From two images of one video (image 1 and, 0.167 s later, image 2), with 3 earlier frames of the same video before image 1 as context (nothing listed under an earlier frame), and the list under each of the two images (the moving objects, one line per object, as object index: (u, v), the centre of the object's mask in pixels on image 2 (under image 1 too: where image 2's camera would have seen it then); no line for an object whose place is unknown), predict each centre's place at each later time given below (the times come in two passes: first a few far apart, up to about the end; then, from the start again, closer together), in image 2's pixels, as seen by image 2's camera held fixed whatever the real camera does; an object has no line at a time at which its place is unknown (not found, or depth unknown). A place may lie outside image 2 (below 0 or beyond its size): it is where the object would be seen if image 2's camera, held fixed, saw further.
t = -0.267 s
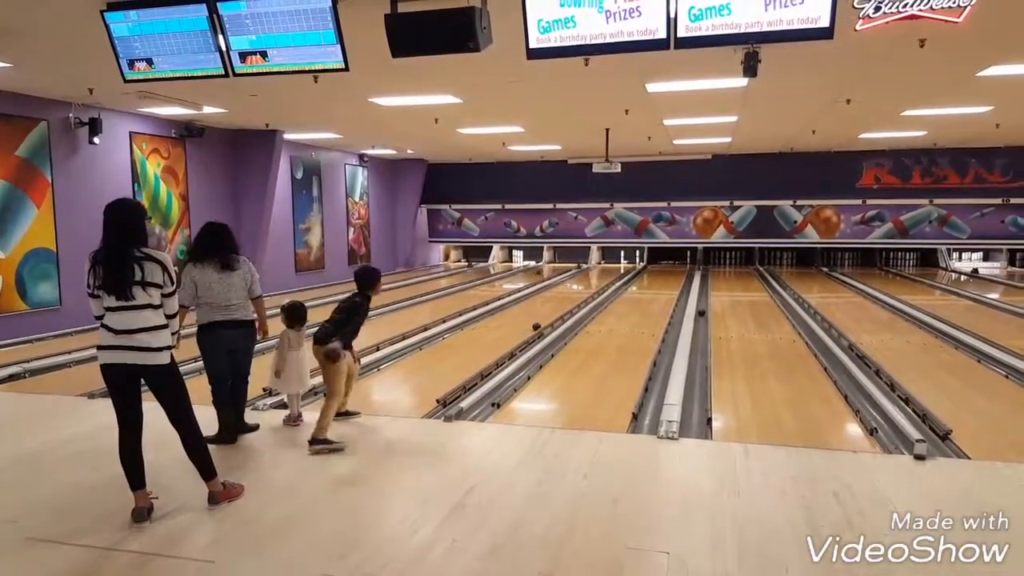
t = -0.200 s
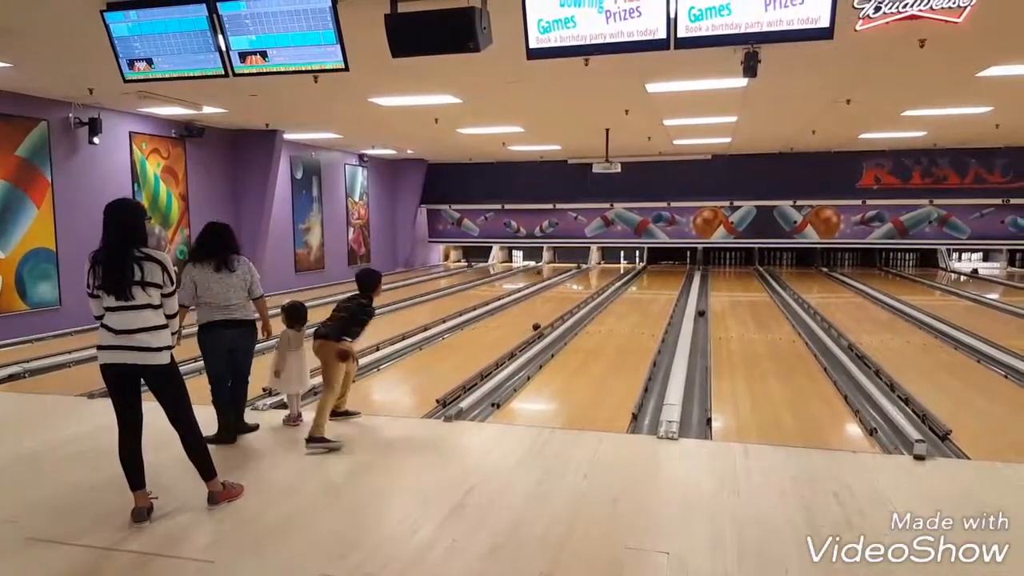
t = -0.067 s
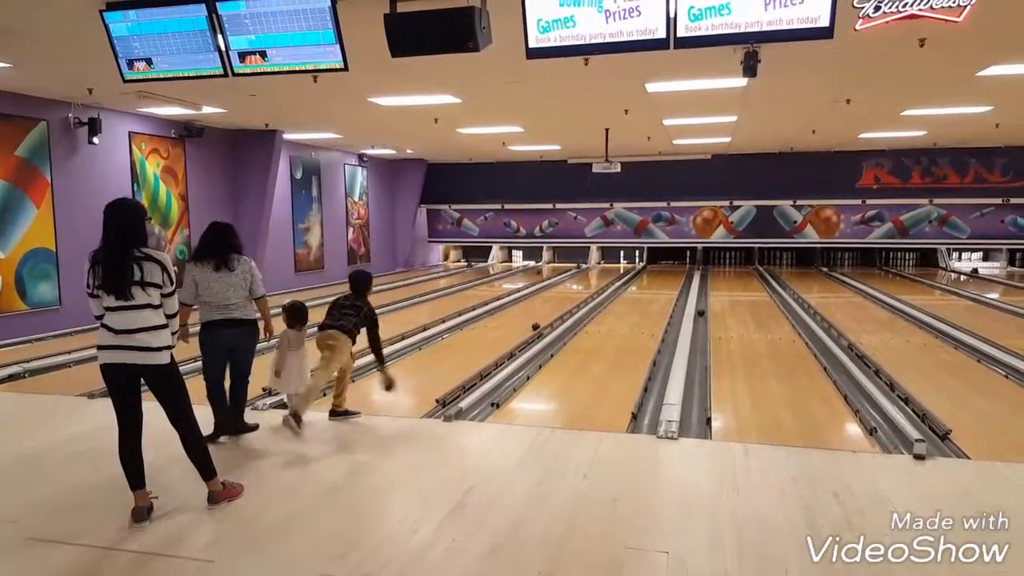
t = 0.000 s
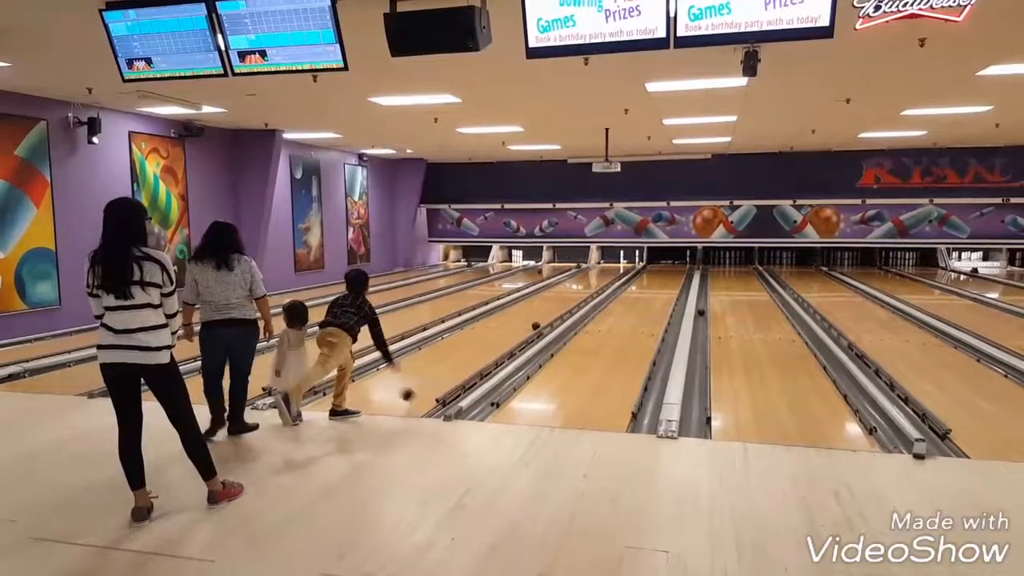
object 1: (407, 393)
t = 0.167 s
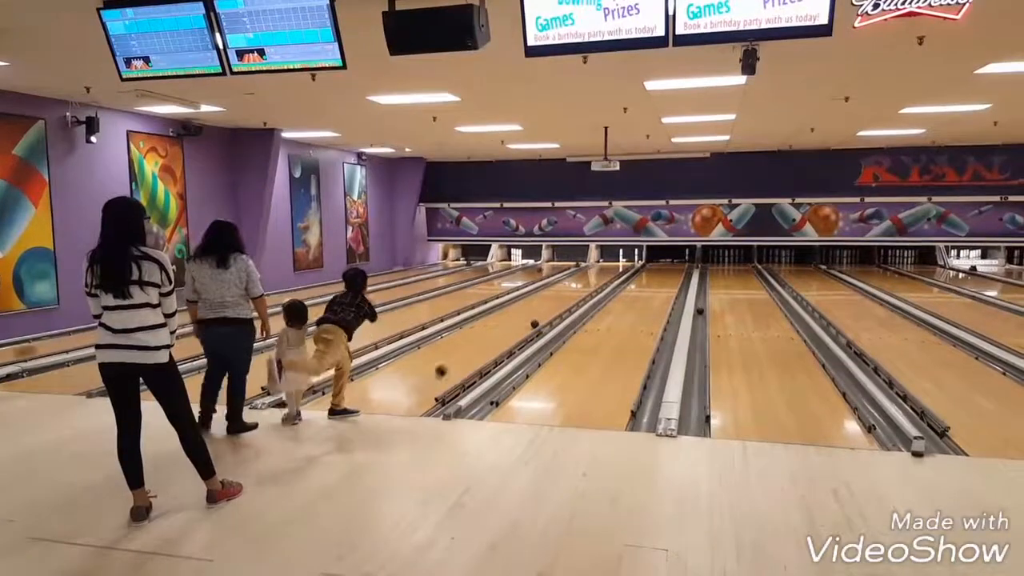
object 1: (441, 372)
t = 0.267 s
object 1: (456, 360)
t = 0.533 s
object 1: (485, 333)
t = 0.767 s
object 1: (502, 317)
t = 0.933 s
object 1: (511, 309)
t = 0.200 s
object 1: (450, 371)
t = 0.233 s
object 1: (452, 365)
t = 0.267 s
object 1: (456, 360)
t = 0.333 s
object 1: (465, 352)
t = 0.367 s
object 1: (469, 348)
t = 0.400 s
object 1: (473, 344)
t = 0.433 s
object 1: (476, 341)
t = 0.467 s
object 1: (479, 338)
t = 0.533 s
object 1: (485, 333)
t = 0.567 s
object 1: (488, 330)
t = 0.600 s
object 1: (491, 328)
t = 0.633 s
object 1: (493, 325)
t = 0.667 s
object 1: (496, 323)
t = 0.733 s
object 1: (500, 319)
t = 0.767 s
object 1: (502, 317)
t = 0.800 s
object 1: (504, 316)
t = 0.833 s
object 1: (505, 314)
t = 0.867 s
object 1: (507, 312)
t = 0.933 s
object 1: (511, 309)
